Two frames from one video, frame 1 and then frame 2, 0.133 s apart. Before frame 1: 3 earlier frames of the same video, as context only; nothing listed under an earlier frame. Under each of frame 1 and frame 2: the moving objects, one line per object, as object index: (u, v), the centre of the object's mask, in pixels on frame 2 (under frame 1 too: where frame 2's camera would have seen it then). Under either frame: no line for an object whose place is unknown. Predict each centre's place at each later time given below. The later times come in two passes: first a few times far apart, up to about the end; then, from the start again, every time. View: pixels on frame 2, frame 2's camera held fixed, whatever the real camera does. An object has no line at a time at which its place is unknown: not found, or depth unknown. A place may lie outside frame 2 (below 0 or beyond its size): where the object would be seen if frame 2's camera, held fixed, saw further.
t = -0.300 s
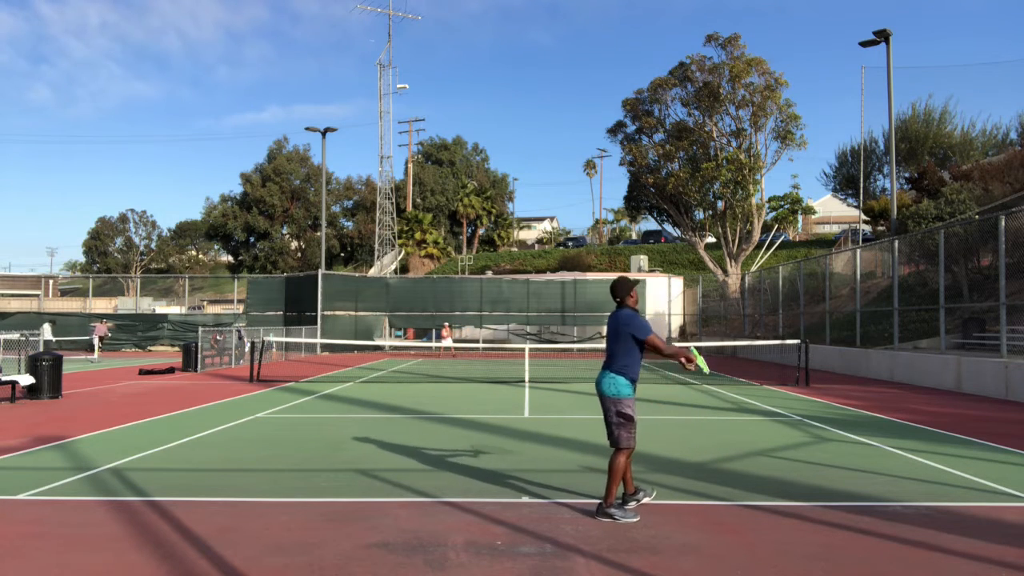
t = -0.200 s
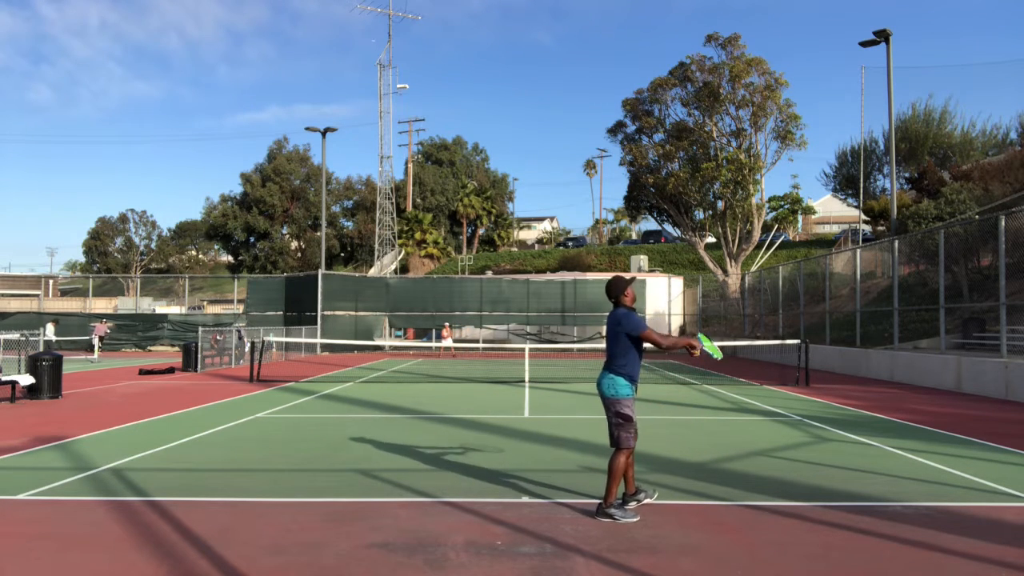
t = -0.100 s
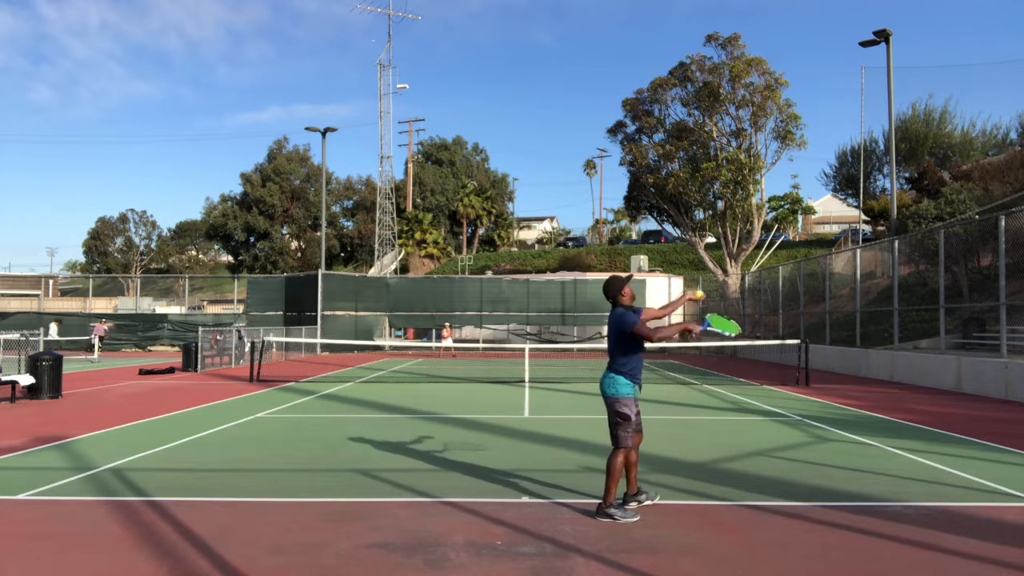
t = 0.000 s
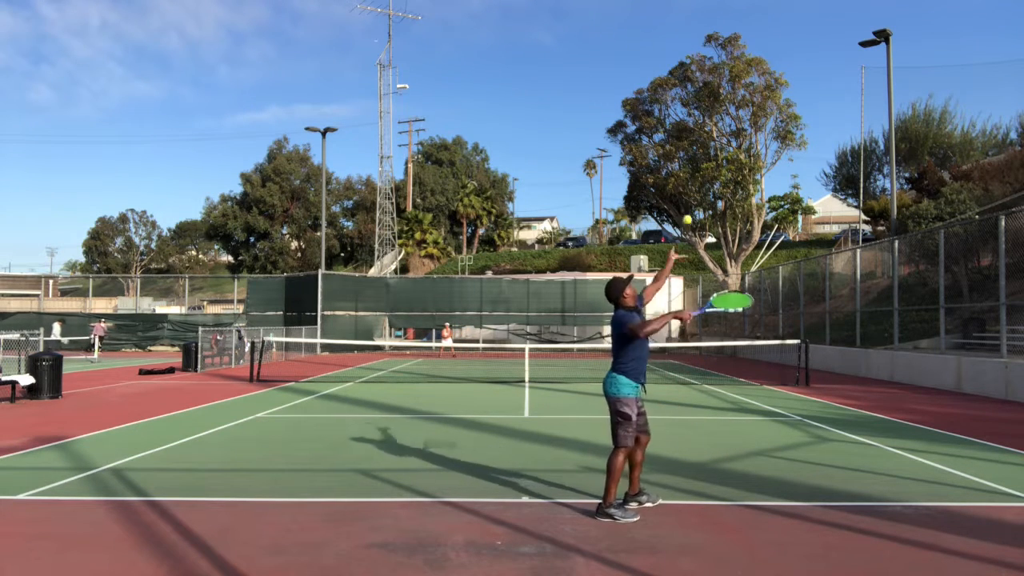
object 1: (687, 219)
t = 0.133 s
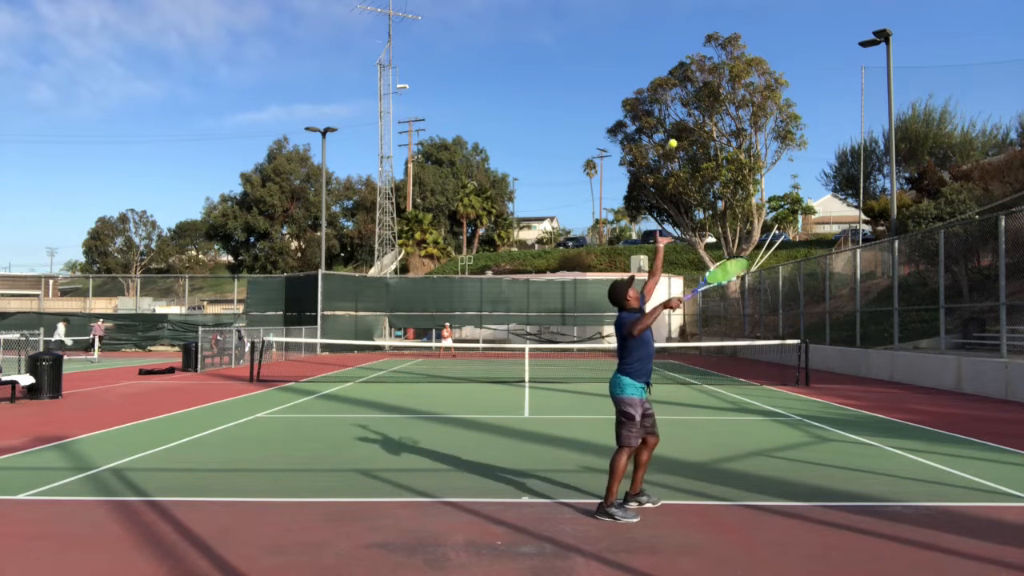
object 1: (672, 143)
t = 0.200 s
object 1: (664, 115)
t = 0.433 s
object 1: (642, 61)
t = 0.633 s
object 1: (620, 66)
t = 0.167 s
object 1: (668, 128)
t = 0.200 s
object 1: (664, 115)
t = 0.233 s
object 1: (661, 103)
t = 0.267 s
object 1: (658, 92)
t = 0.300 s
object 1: (654, 83)
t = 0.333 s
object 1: (651, 75)
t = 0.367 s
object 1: (648, 69)
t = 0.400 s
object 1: (644, 64)
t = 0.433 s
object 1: (642, 61)
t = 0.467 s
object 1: (637, 58)
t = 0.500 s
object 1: (634, 57)
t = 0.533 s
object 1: (631, 57)
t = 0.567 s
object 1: (628, 59)
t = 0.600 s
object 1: (624, 62)
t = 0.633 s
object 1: (620, 66)
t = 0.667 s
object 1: (617, 71)
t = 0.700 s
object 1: (614, 78)
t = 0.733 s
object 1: (611, 85)
